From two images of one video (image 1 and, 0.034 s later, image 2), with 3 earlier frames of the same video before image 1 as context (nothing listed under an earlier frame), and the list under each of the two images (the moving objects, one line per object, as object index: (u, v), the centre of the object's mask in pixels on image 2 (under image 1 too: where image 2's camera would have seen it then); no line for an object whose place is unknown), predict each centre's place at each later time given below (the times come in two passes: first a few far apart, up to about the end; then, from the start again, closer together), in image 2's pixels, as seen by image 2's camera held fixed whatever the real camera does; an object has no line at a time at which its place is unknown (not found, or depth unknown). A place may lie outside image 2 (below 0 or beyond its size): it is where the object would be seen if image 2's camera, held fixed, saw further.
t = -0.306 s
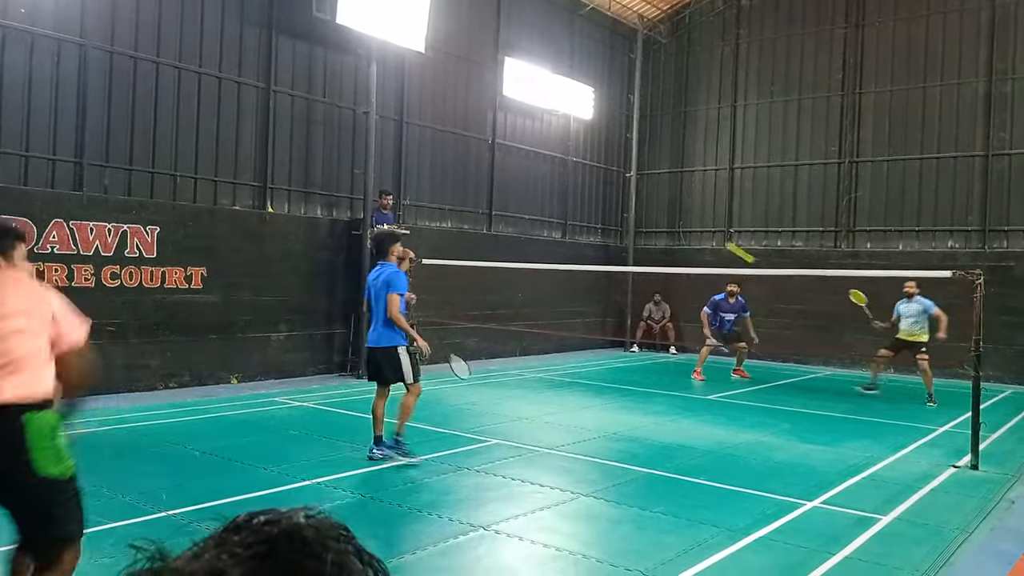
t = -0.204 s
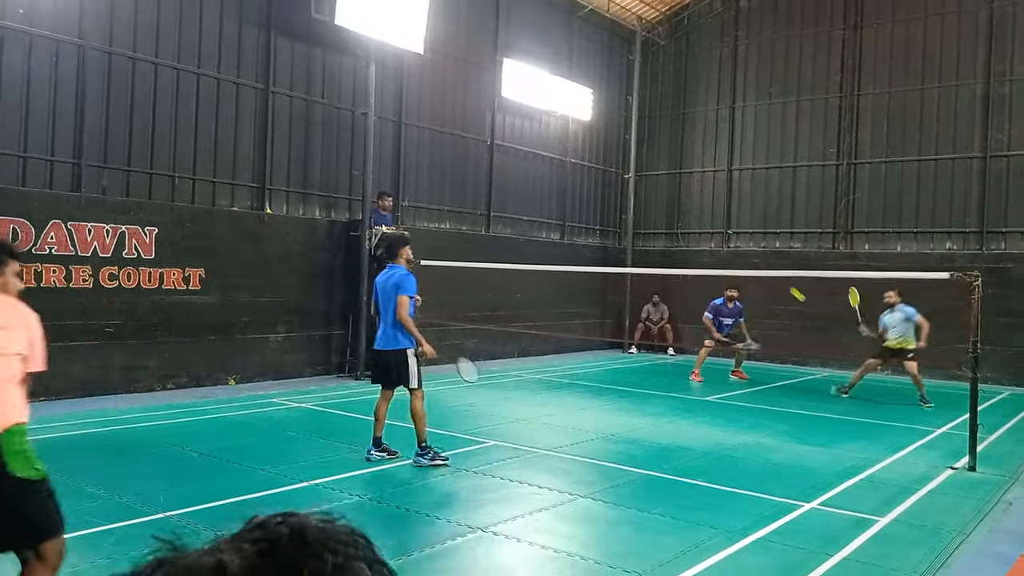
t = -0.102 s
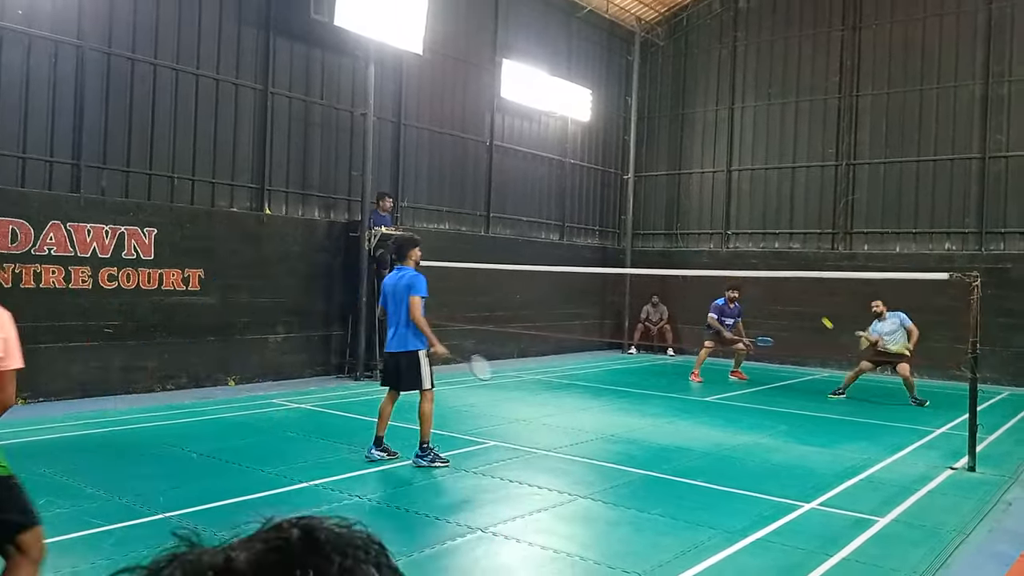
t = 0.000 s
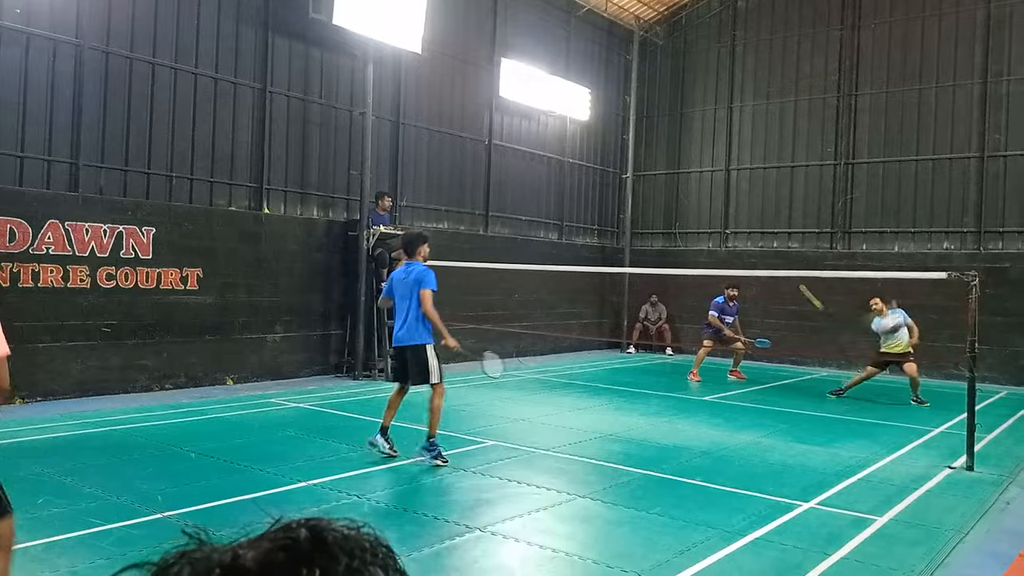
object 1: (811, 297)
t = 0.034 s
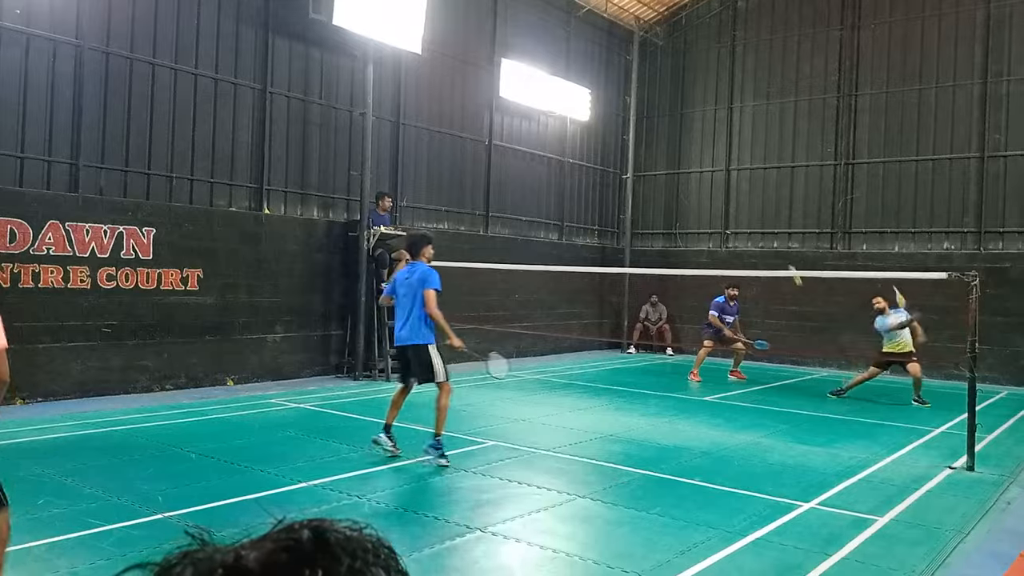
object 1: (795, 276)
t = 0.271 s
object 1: (696, 162)
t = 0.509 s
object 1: (596, 116)
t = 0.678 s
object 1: (508, 136)
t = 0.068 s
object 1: (782, 256)
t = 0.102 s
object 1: (767, 237)
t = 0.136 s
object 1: (752, 219)
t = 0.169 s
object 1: (739, 204)
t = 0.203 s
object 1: (725, 188)
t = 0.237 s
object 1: (711, 174)
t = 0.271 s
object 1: (696, 162)
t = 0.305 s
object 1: (682, 151)
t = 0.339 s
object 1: (668, 142)
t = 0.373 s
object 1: (654, 134)
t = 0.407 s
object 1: (640, 127)
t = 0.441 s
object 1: (624, 122)
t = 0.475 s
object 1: (609, 118)
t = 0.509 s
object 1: (596, 116)
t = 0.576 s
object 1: (560, 118)
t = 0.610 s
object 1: (543, 122)
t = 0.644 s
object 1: (526, 128)
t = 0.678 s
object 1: (508, 136)
